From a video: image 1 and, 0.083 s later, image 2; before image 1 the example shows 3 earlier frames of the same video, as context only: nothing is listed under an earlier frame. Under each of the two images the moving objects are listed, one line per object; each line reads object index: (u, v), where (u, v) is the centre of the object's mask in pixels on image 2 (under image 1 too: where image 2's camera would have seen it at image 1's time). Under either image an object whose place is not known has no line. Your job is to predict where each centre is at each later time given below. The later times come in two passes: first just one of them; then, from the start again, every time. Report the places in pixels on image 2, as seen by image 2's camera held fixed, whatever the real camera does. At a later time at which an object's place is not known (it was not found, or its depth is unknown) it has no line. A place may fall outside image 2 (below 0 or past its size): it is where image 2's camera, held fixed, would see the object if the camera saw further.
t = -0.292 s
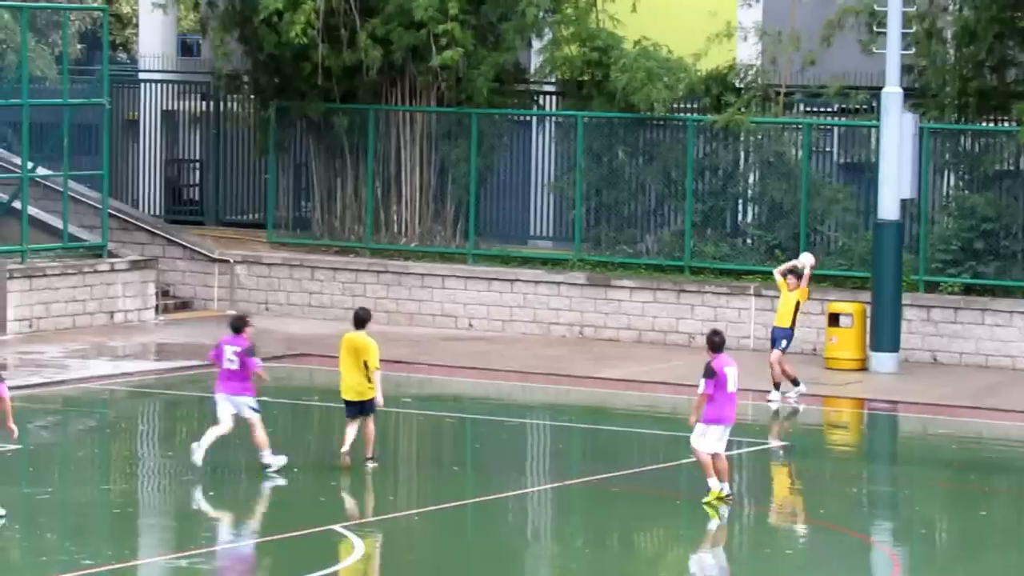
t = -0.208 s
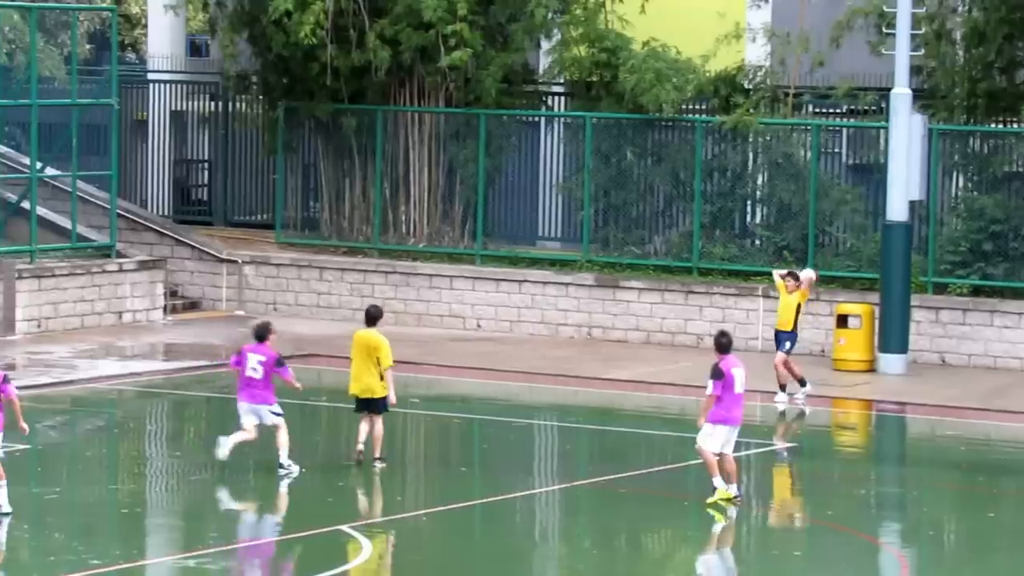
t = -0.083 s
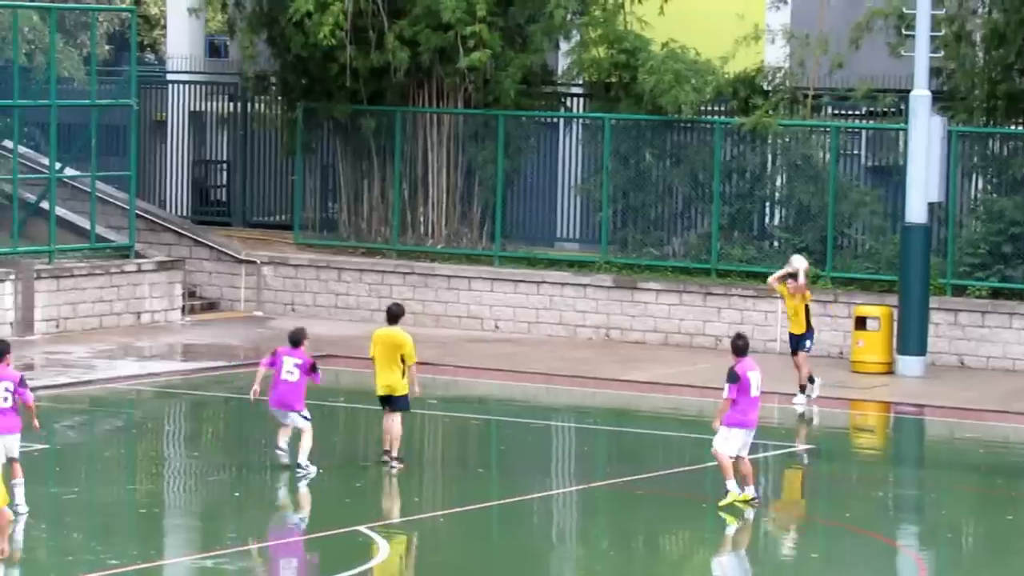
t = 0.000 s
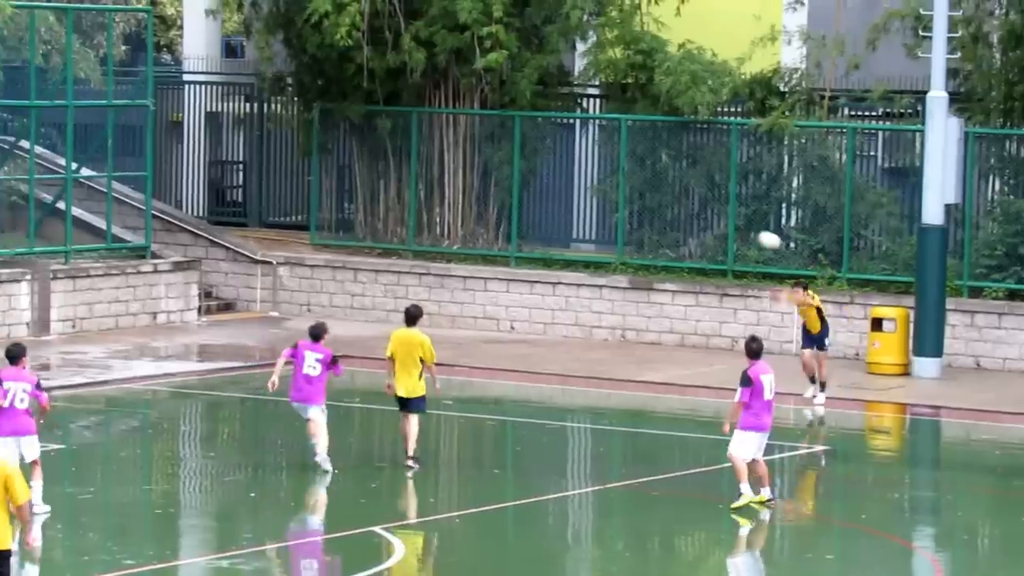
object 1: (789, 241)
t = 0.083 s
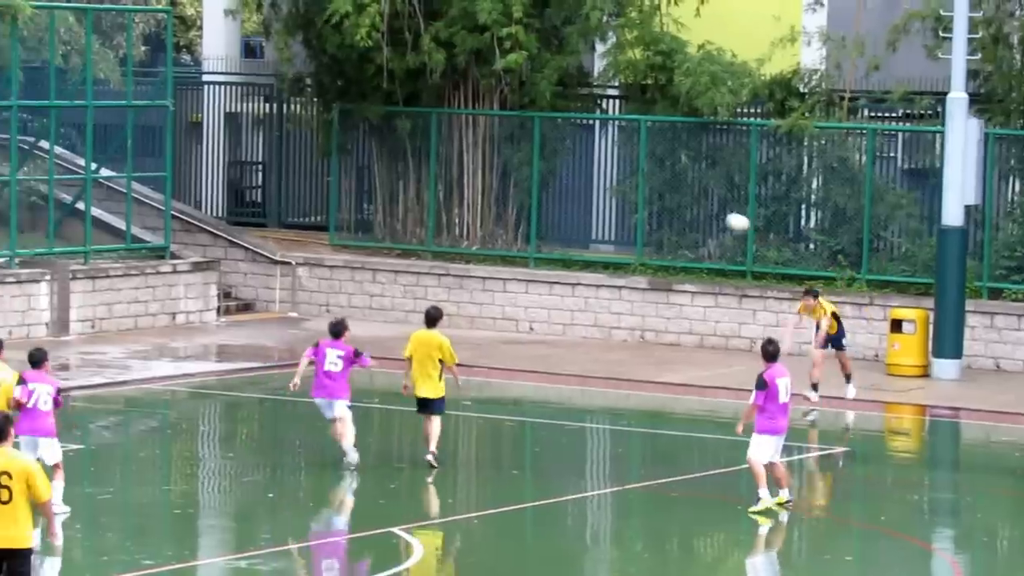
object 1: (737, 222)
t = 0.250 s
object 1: (629, 198)
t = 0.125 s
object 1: (712, 214)
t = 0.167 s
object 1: (684, 208)
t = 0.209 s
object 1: (657, 202)
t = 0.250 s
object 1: (629, 198)
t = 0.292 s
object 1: (600, 195)
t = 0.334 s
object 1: (572, 194)
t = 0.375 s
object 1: (542, 194)
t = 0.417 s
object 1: (513, 195)
